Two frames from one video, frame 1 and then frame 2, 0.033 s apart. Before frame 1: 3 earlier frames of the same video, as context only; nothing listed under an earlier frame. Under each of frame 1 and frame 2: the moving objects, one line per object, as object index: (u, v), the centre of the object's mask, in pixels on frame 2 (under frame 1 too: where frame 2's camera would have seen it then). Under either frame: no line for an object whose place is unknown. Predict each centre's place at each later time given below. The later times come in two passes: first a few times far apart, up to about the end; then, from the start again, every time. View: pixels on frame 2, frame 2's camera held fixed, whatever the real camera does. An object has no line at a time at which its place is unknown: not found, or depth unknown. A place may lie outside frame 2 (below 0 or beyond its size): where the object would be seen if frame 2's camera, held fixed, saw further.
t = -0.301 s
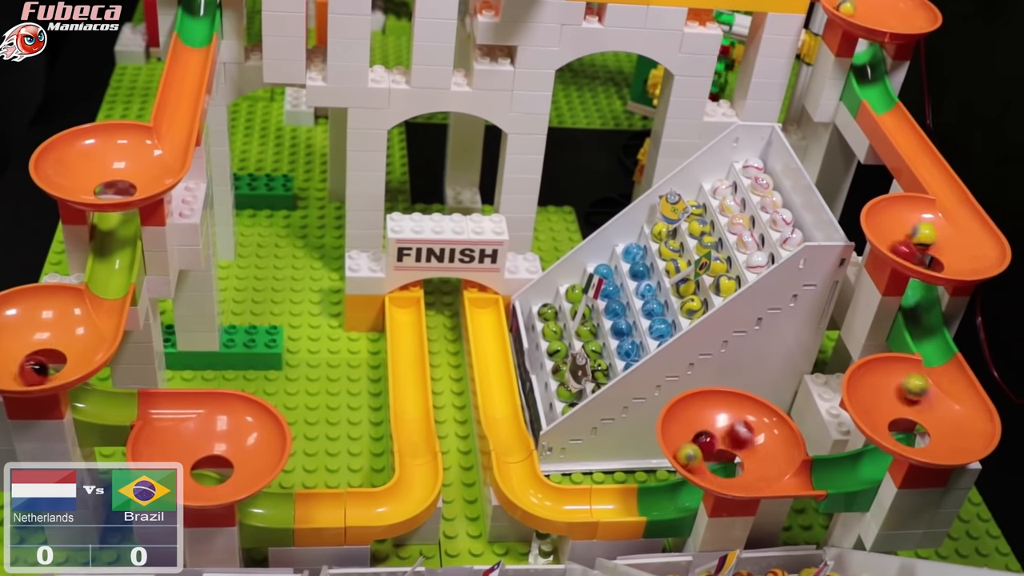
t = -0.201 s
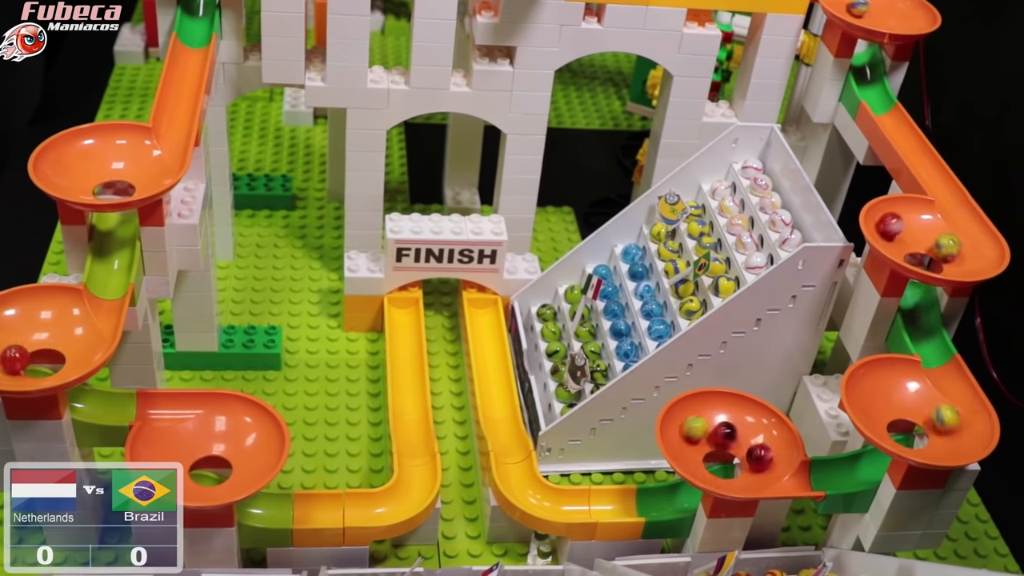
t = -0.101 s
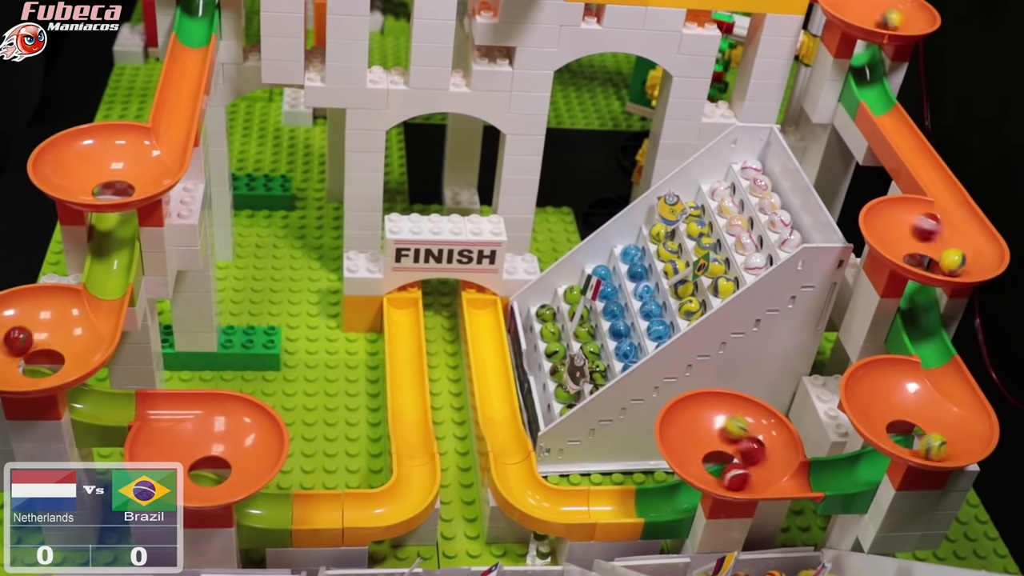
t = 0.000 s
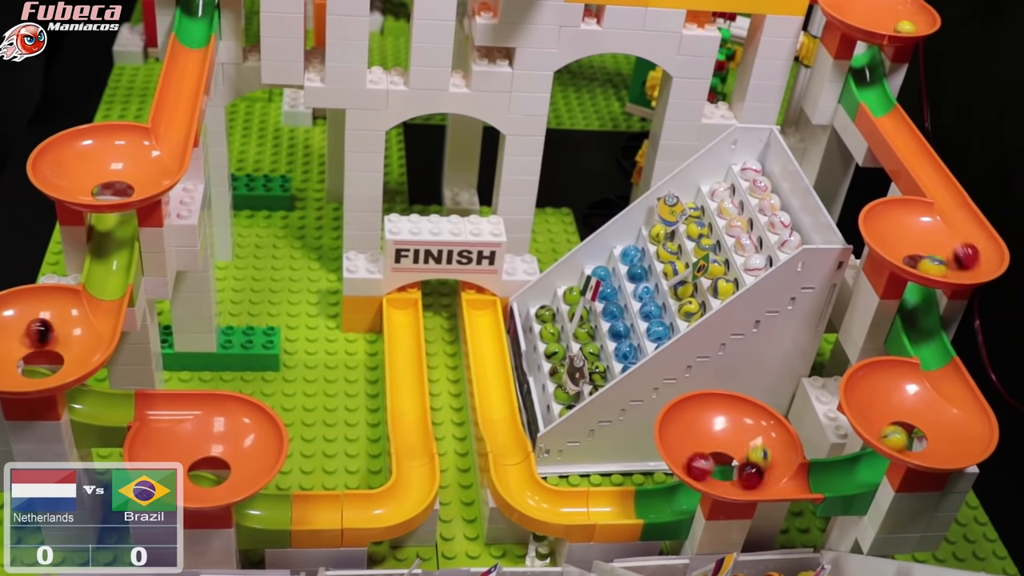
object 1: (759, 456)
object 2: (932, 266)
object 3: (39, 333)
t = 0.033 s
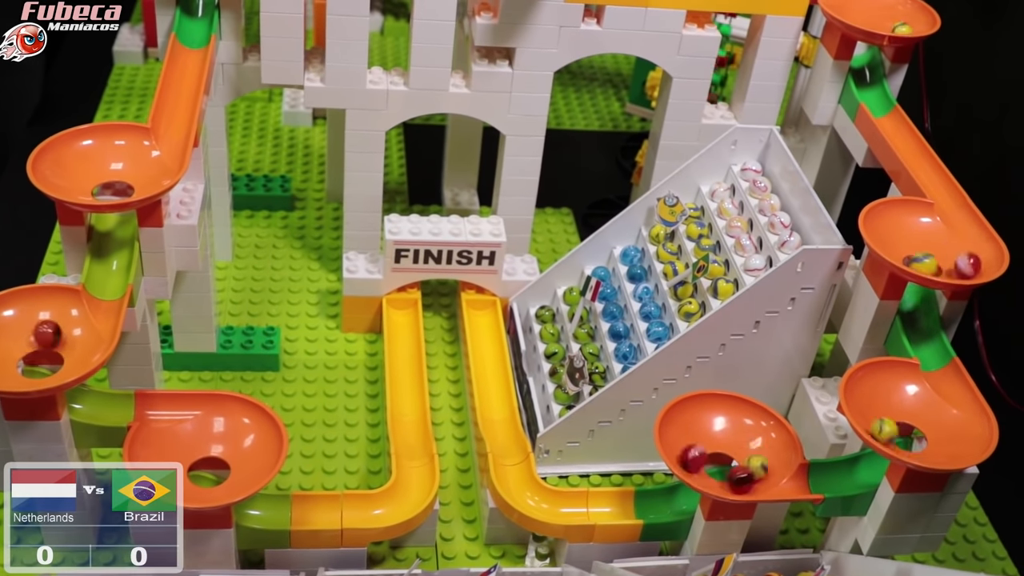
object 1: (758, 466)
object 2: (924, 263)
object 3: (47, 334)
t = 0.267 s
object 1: (703, 455)
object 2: (915, 239)
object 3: (48, 368)
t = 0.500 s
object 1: (661, 504)
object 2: (950, 265)
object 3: (14, 347)
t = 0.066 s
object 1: (750, 473)
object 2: (916, 259)
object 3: (54, 338)
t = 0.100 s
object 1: (738, 476)
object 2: (907, 254)
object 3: (59, 343)
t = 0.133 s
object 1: (727, 475)
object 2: (902, 250)
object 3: (62, 349)
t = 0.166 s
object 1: (717, 472)
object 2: (900, 246)
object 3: (62, 355)
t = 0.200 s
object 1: (709, 467)
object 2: (902, 242)
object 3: (61, 361)
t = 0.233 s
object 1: (704, 461)
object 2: (909, 237)
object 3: (56, 366)
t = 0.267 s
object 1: (703, 455)
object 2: (915, 239)
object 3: (48, 368)
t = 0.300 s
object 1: (706, 450)
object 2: (921, 242)
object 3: (39, 369)
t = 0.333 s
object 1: (713, 449)
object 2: (931, 245)
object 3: (32, 370)
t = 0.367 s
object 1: (722, 454)
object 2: (940, 249)
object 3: (24, 367)
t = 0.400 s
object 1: (724, 467)
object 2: (948, 253)
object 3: (18, 364)
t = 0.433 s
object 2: (951, 258)
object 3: (14, 359)
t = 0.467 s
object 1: (687, 498)
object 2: (952, 261)
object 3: (13, 353)
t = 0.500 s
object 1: (661, 504)
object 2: (950, 265)
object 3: (14, 347)
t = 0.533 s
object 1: (633, 508)
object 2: (944, 265)
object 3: (17, 342)
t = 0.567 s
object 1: (608, 511)
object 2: (934, 265)
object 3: (22, 338)
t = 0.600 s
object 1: (580, 510)
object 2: (923, 263)
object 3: (29, 335)
